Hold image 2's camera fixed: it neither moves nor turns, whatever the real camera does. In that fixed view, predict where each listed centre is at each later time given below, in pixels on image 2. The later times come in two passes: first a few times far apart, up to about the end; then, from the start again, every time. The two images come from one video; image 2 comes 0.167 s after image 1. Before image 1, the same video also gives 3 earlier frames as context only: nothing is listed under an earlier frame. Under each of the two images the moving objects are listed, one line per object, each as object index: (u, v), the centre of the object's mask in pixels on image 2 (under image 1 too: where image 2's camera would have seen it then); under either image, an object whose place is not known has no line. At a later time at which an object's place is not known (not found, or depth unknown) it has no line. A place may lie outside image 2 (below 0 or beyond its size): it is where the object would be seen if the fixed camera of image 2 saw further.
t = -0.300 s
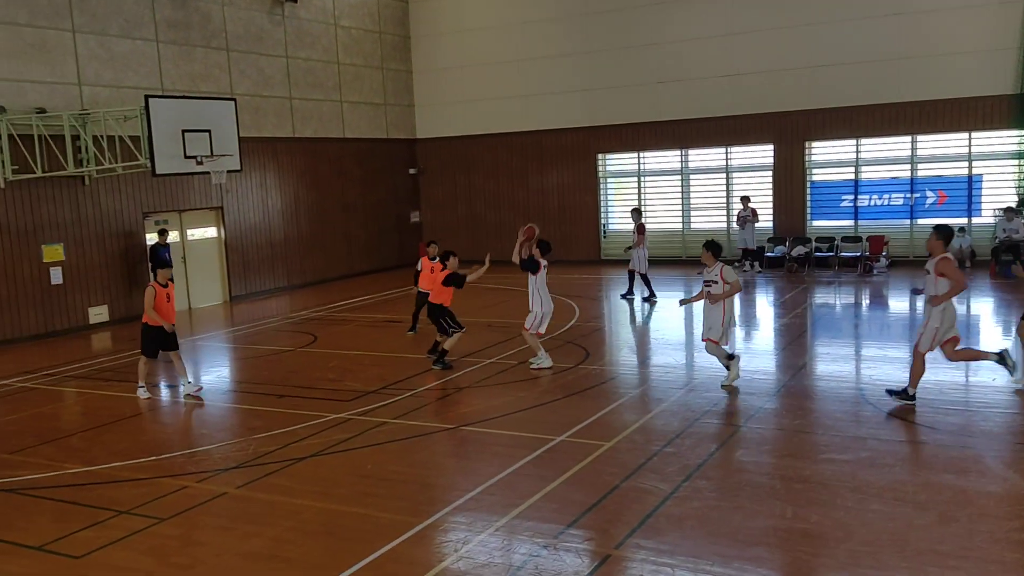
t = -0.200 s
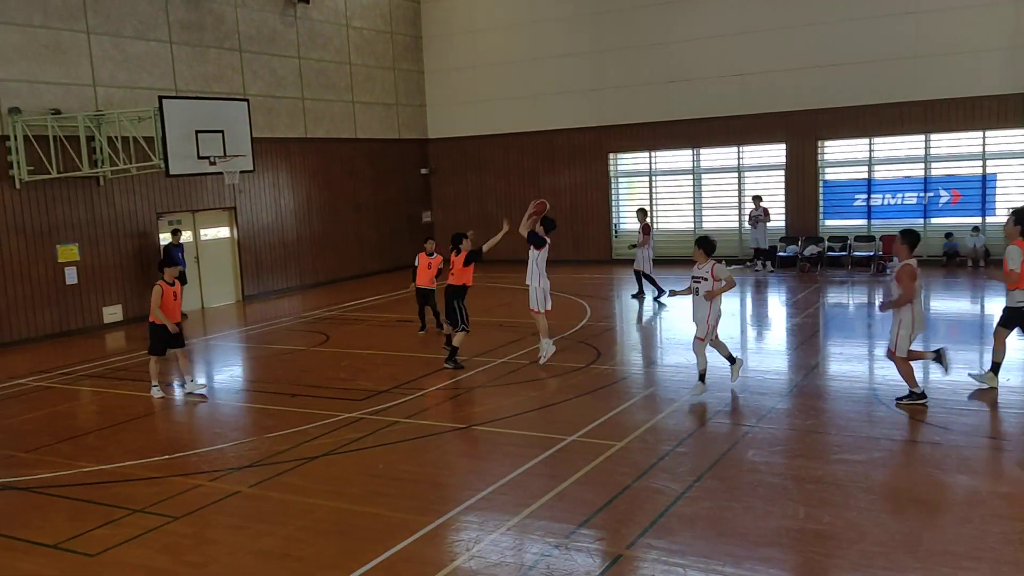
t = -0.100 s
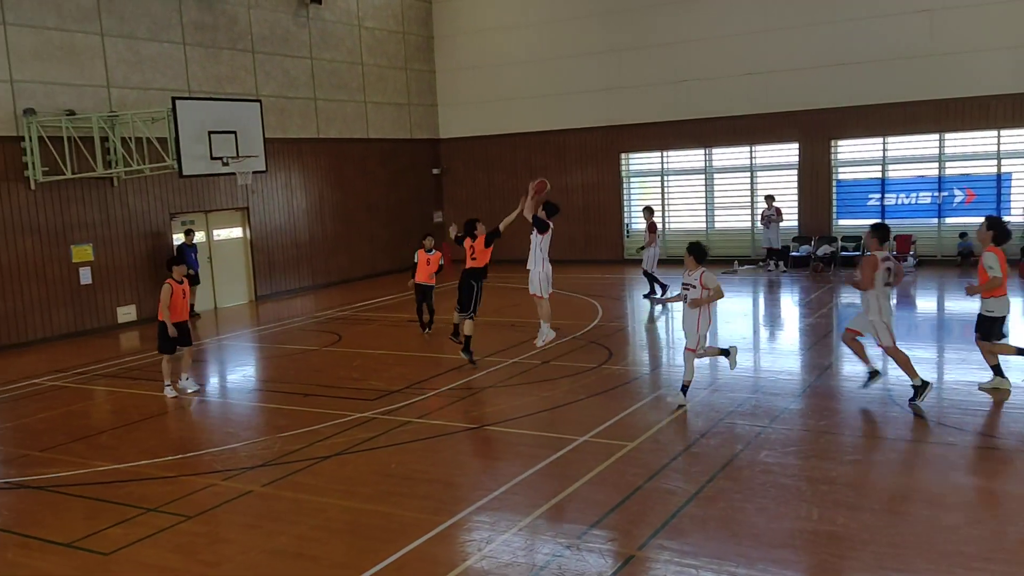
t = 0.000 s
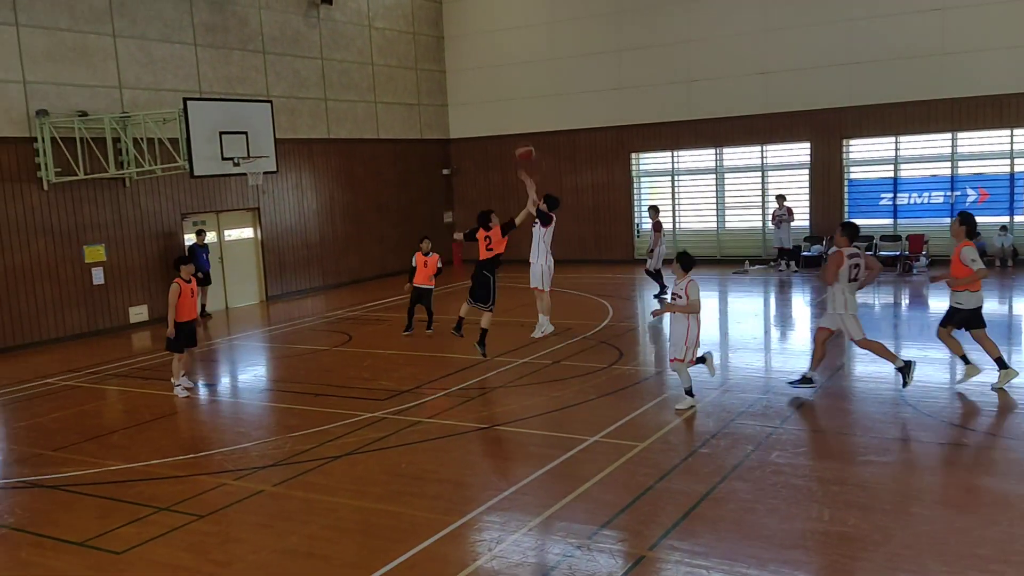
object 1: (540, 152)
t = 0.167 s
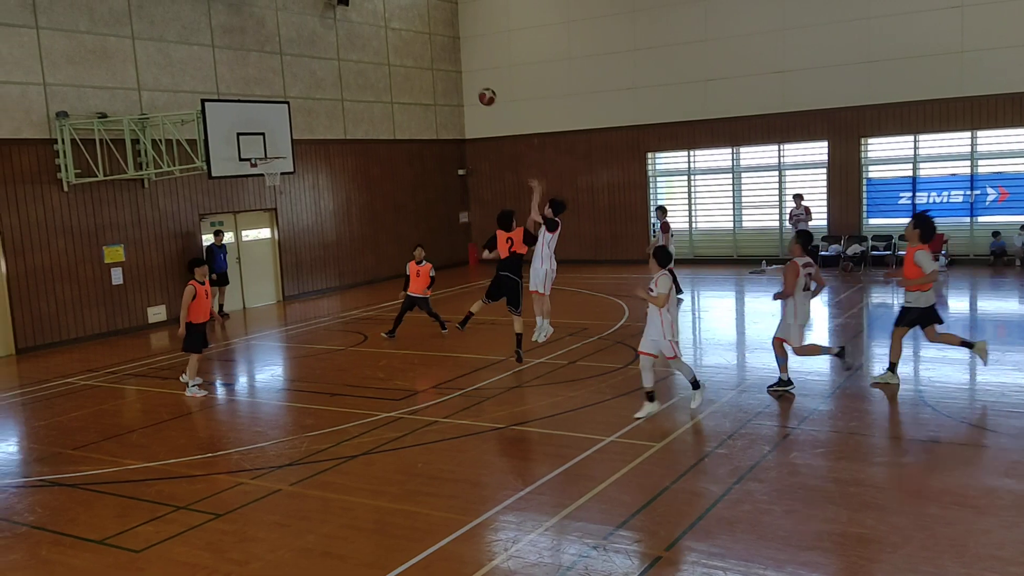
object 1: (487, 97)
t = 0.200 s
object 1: (477, 88)
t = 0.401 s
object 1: (421, 56)
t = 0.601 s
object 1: (372, 54)
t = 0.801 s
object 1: (327, 78)
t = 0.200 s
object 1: (477, 88)
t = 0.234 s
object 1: (467, 80)
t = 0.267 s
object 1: (458, 74)
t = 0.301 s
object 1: (449, 68)
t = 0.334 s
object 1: (440, 63)
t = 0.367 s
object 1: (430, 59)
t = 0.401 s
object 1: (421, 56)
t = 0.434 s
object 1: (413, 53)
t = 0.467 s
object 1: (405, 52)
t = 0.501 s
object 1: (396, 52)
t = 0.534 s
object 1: (388, 52)
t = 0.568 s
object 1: (380, 52)
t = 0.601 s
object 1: (372, 54)
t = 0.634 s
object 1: (364, 56)
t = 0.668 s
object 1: (356, 59)
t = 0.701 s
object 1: (349, 63)
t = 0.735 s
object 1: (342, 67)
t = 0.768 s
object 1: (334, 72)
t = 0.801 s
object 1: (327, 78)
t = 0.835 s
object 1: (321, 84)
